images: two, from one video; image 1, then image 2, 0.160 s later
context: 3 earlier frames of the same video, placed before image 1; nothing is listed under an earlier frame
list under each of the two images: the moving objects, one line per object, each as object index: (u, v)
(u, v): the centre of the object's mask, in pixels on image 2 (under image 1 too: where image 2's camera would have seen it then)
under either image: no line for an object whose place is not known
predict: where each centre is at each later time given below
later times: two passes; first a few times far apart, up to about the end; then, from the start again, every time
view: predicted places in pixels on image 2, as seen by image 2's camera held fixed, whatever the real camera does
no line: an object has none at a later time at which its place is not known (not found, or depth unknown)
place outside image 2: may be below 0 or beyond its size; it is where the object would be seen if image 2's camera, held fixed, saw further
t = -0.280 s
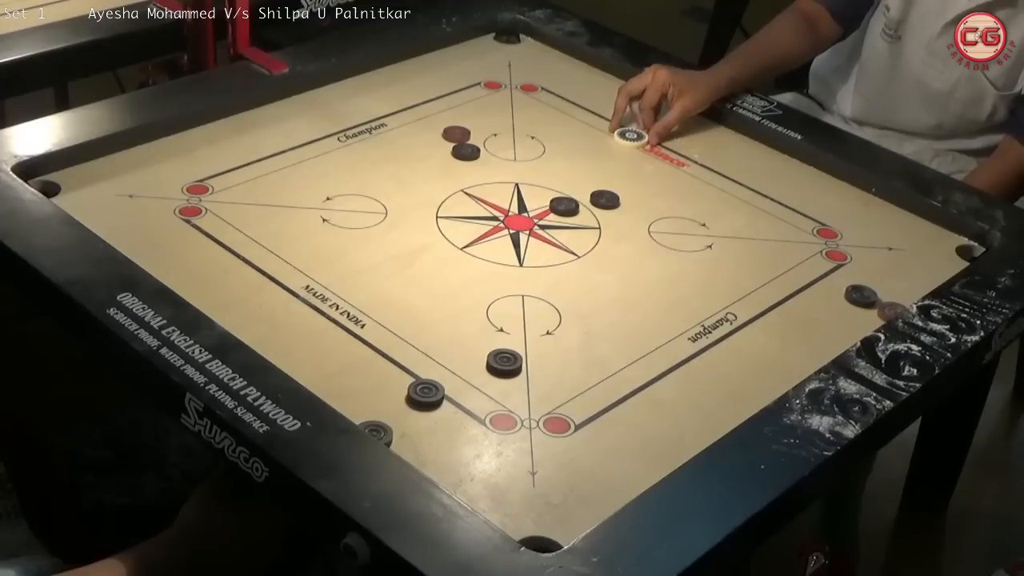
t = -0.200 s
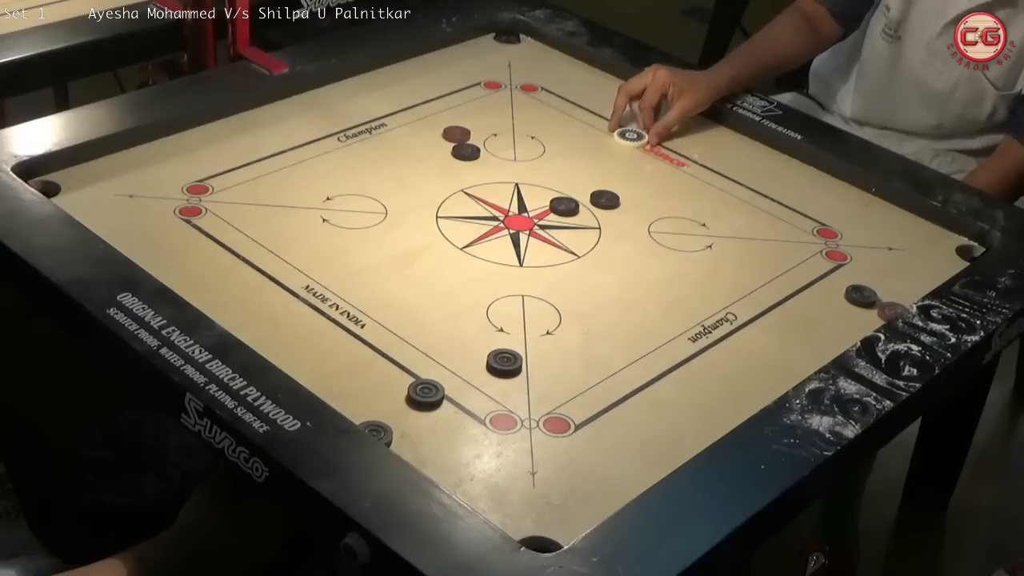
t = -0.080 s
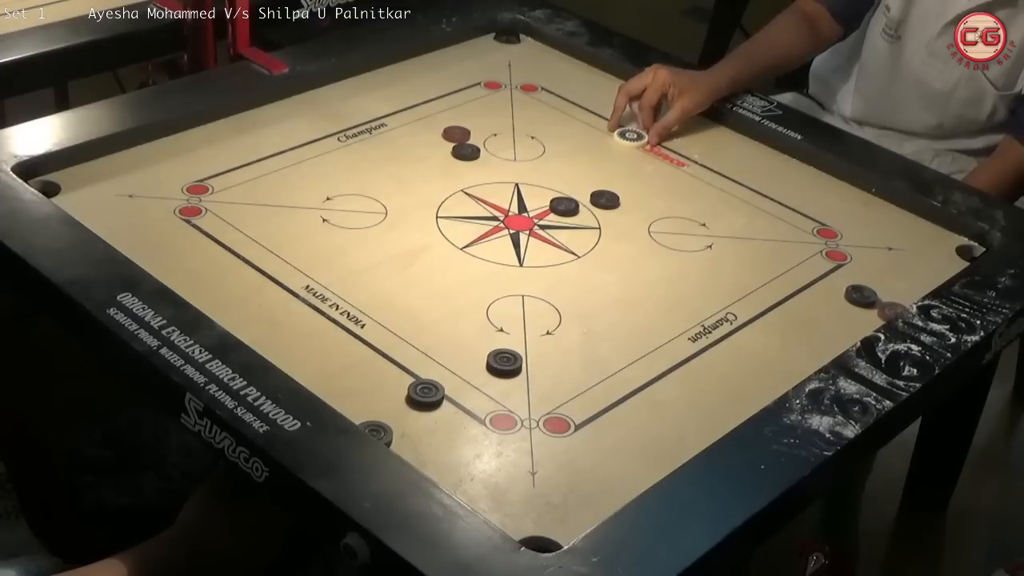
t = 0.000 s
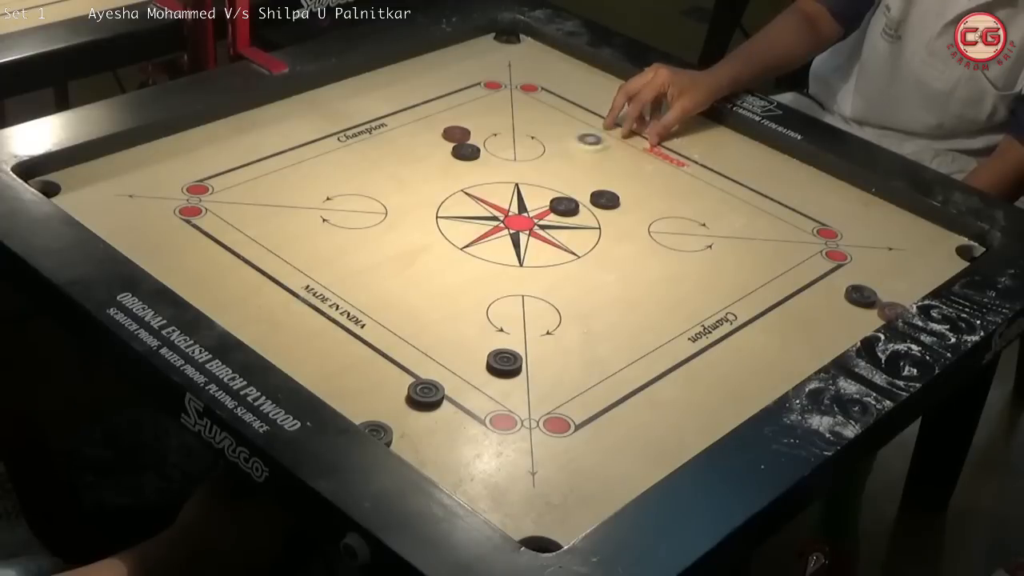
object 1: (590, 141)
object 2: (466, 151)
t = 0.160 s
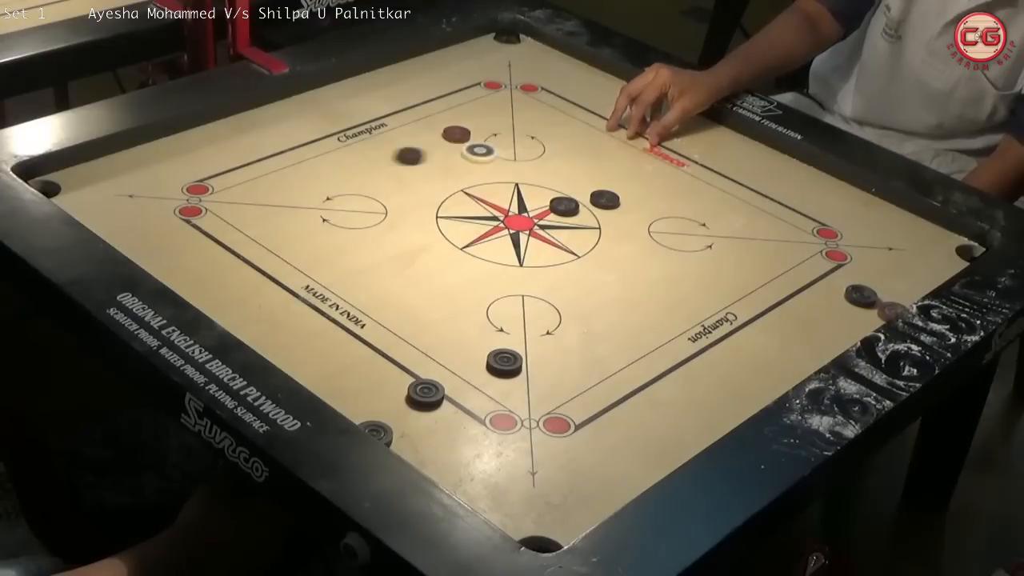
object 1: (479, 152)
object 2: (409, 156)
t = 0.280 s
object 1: (445, 157)
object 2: (280, 166)
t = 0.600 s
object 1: (416, 162)
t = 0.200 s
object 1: (466, 154)
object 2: (365, 159)
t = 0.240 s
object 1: (455, 156)
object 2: (322, 163)
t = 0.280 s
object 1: (445, 157)
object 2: (280, 166)
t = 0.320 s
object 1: (436, 158)
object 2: (239, 169)
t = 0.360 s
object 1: (429, 159)
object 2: (201, 173)
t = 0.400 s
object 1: (424, 160)
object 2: (164, 176)
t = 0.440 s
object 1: (420, 161)
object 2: (129, 179)
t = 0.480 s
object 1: (418, 161)
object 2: (95, 183)
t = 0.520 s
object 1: (416, 162)
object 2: (64, 185)
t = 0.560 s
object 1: (416, 162)
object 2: (46, 188)
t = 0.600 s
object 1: (416, 162)
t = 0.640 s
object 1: (416, 162)
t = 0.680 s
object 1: (416, 162)
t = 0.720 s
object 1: (416, 162)
